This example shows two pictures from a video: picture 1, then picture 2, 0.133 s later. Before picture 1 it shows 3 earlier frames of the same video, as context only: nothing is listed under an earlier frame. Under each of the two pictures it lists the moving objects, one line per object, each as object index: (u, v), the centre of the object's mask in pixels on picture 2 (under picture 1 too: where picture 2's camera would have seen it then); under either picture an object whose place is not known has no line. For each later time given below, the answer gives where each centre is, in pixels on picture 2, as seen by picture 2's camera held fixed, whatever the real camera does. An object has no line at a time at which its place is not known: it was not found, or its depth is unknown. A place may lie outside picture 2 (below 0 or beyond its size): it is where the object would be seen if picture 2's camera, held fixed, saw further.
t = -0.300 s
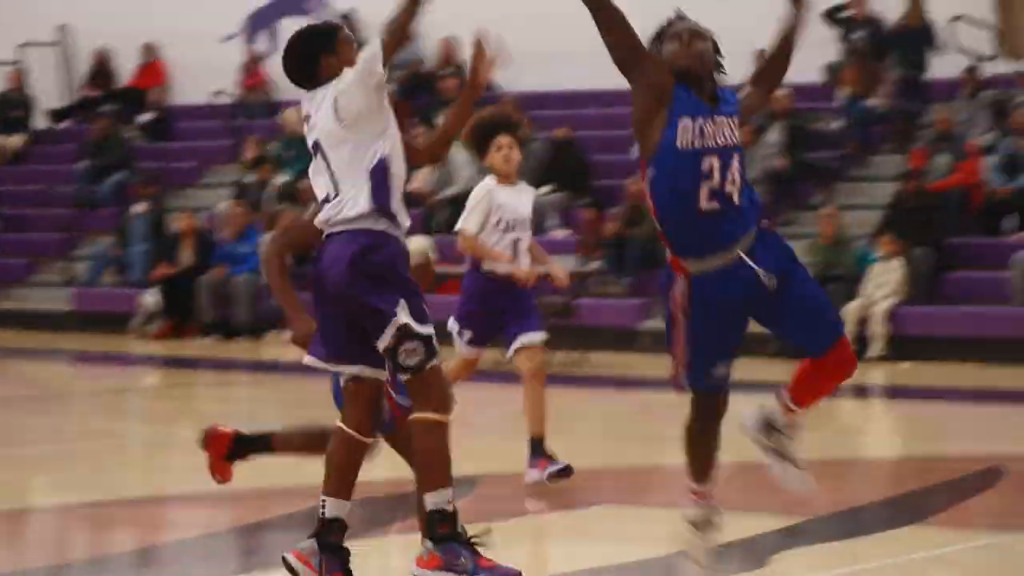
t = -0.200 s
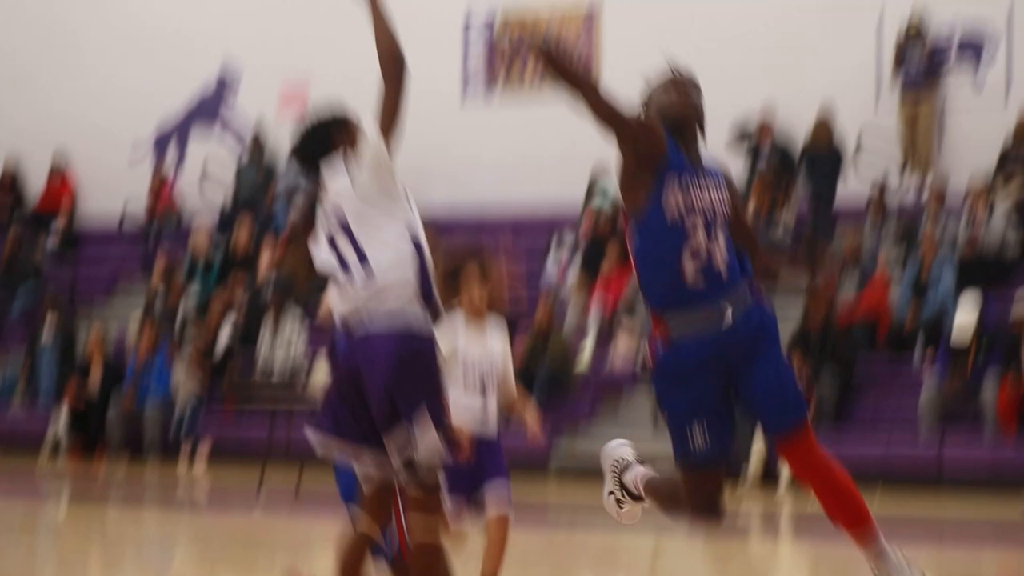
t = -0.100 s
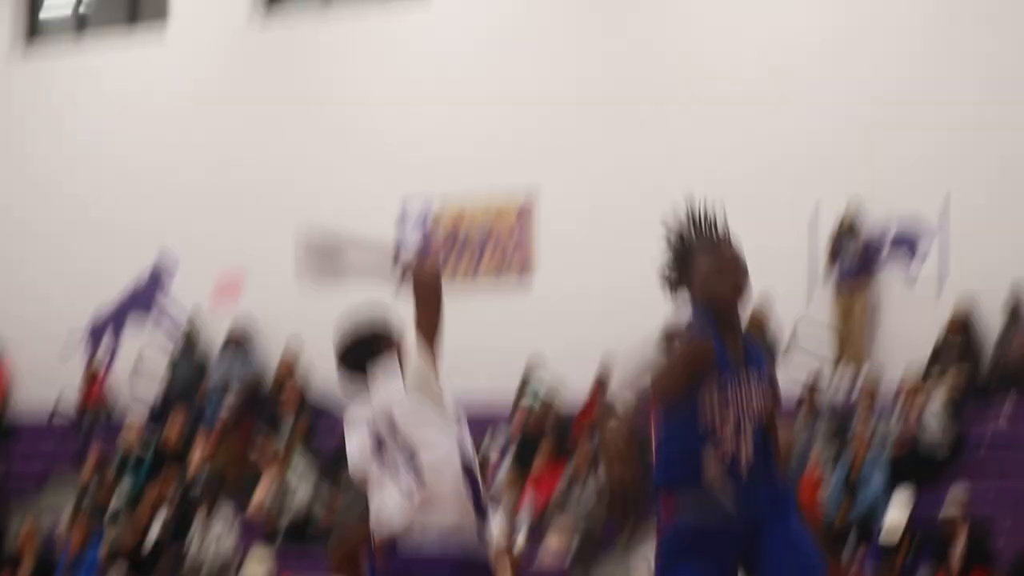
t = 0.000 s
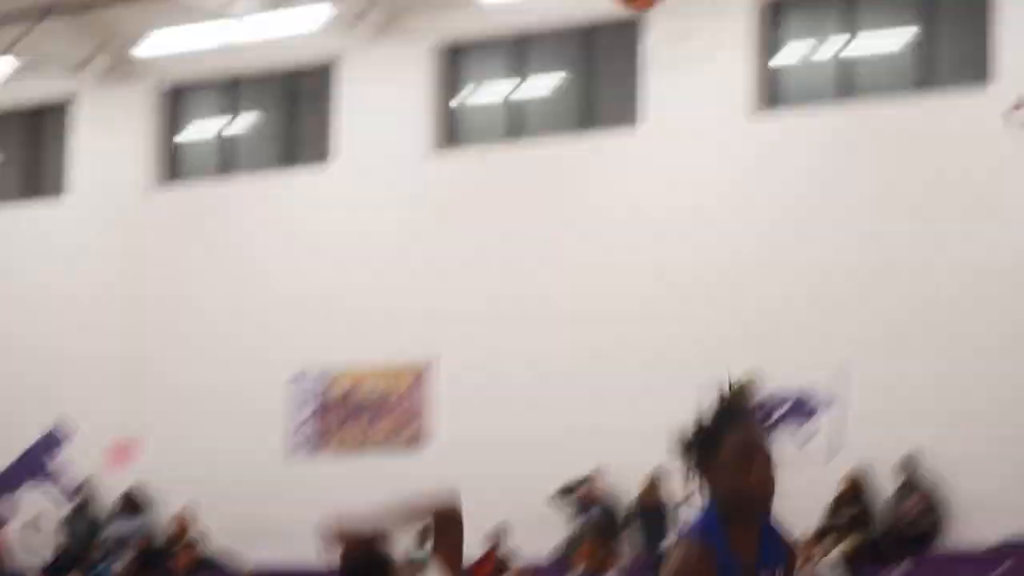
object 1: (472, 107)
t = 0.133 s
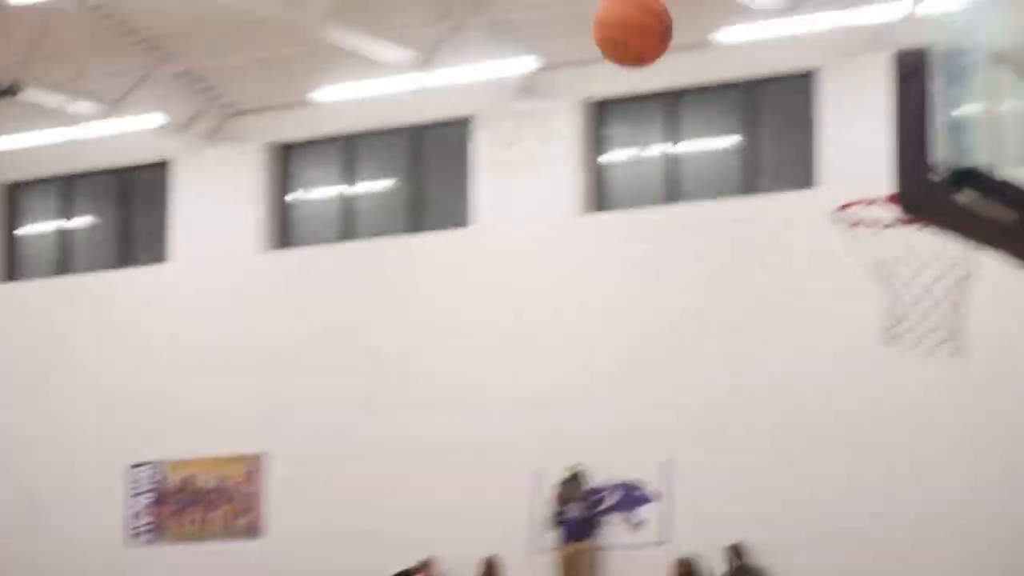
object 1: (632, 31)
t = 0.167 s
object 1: (669, 25)
